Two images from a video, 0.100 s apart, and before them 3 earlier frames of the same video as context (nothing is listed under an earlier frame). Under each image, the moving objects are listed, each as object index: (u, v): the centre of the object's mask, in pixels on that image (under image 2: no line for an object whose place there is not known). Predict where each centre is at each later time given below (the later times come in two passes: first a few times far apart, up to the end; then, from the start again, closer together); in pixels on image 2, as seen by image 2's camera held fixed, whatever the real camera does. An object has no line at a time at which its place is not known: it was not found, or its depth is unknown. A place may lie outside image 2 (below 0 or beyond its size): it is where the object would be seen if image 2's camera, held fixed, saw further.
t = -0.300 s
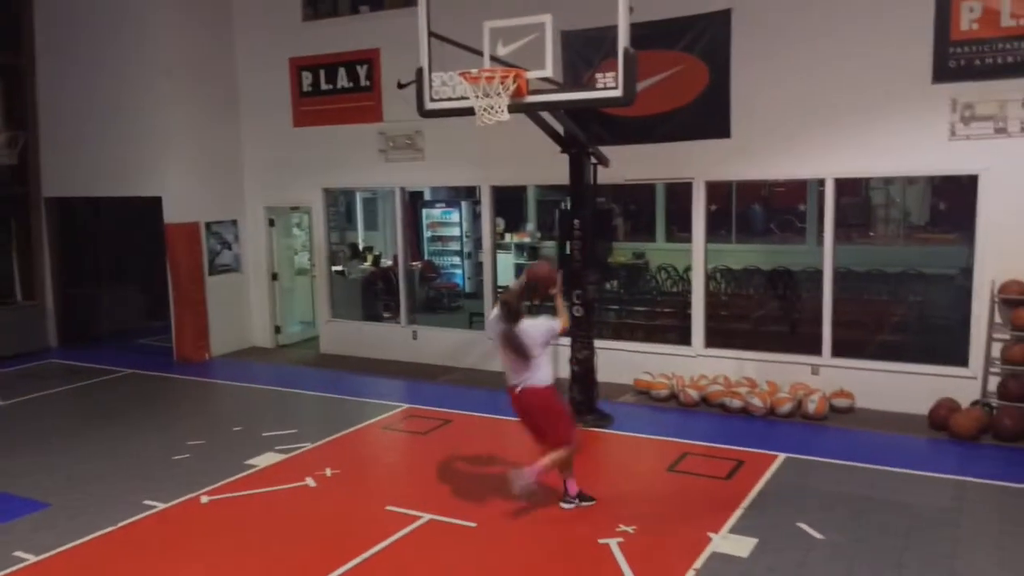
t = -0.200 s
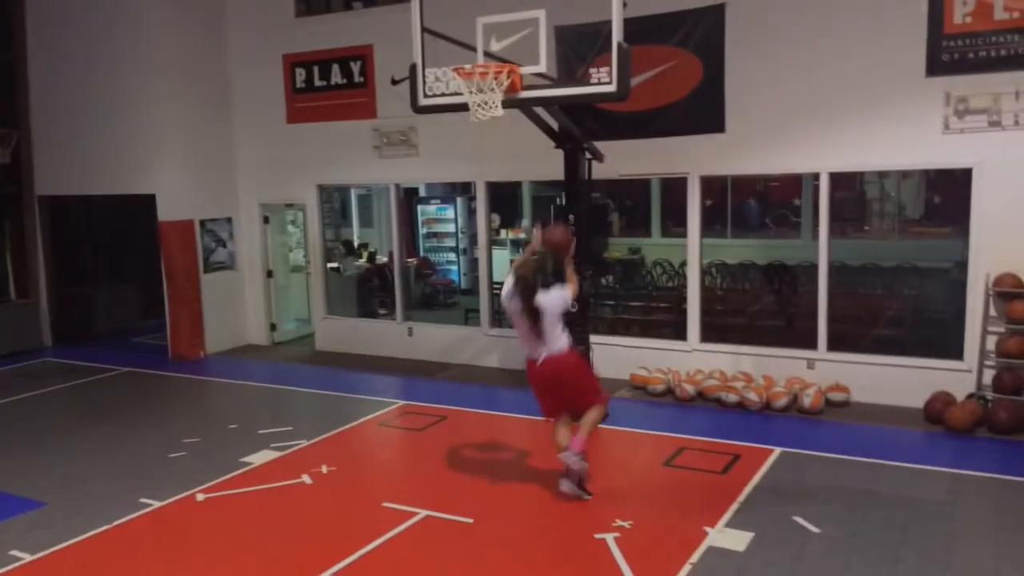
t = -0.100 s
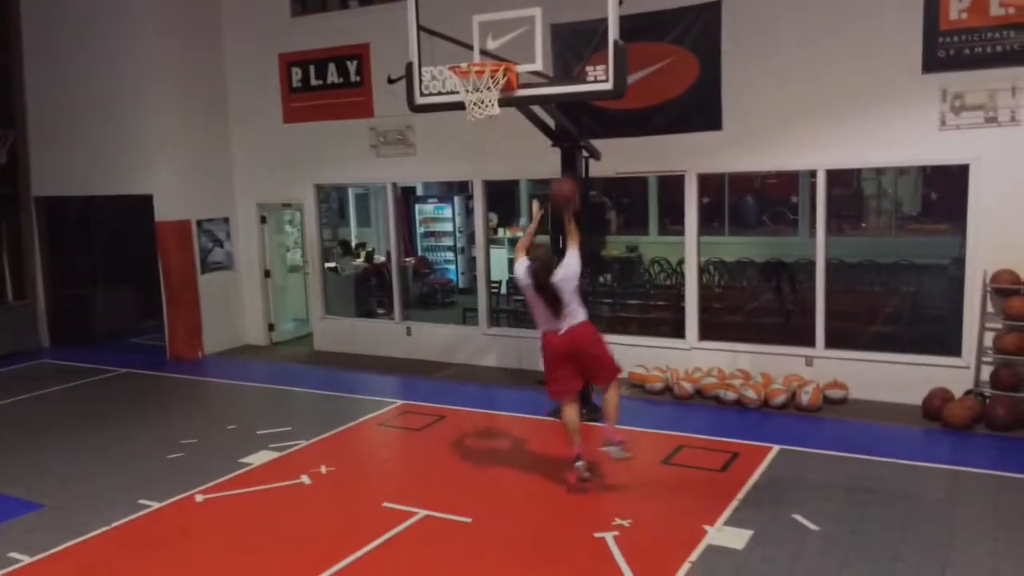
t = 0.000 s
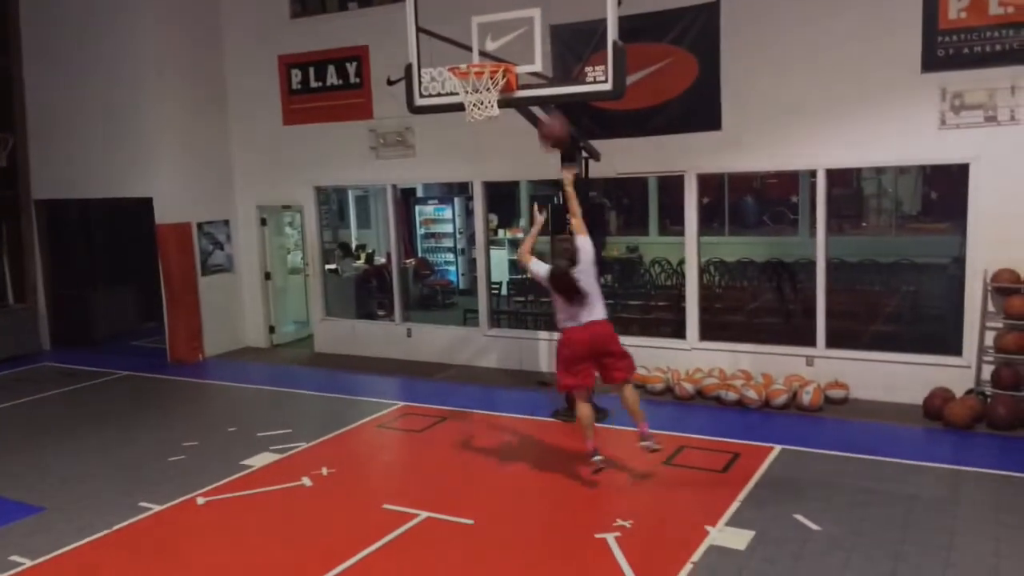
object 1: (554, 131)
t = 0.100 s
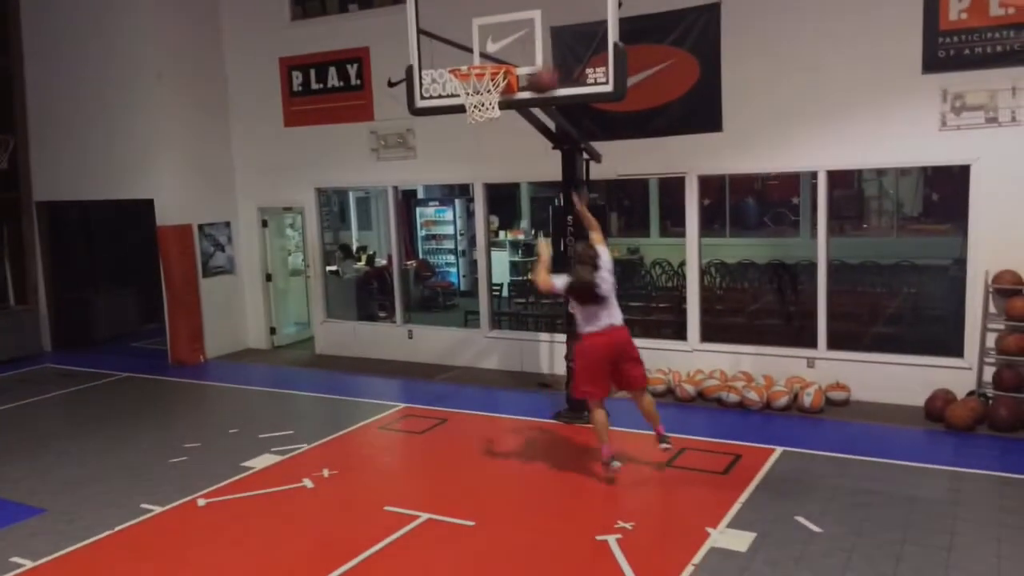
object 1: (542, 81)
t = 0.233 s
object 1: (527, 37)
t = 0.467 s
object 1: (498, 22)
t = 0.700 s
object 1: (466, 83)
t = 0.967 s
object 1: (492, 134)
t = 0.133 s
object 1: (539, 68)
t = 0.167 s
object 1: (534, 55)
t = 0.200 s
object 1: (531, 45)
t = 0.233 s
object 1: (527, 37)
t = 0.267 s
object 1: (524, 30)
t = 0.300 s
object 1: (521, 24)
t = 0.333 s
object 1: (518, 20)
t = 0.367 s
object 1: (513, 18)
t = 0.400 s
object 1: (508, 18)
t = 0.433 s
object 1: (503, 19)
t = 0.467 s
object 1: (498, 22)
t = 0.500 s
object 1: (494, 26)
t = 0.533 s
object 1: (489, 32)
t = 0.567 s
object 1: (484, 40)
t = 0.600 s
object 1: (479, 48)
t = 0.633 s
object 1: (474, 56)
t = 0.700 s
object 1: (466, 83)
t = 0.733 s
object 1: (459, 90)
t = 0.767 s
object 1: (466, 102)
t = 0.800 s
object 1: (471, 118)
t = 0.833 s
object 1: (476, 118)
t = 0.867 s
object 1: (480, 119)
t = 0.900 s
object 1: (483, 121)
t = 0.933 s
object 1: (487, 124)
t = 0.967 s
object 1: (492, 134)
